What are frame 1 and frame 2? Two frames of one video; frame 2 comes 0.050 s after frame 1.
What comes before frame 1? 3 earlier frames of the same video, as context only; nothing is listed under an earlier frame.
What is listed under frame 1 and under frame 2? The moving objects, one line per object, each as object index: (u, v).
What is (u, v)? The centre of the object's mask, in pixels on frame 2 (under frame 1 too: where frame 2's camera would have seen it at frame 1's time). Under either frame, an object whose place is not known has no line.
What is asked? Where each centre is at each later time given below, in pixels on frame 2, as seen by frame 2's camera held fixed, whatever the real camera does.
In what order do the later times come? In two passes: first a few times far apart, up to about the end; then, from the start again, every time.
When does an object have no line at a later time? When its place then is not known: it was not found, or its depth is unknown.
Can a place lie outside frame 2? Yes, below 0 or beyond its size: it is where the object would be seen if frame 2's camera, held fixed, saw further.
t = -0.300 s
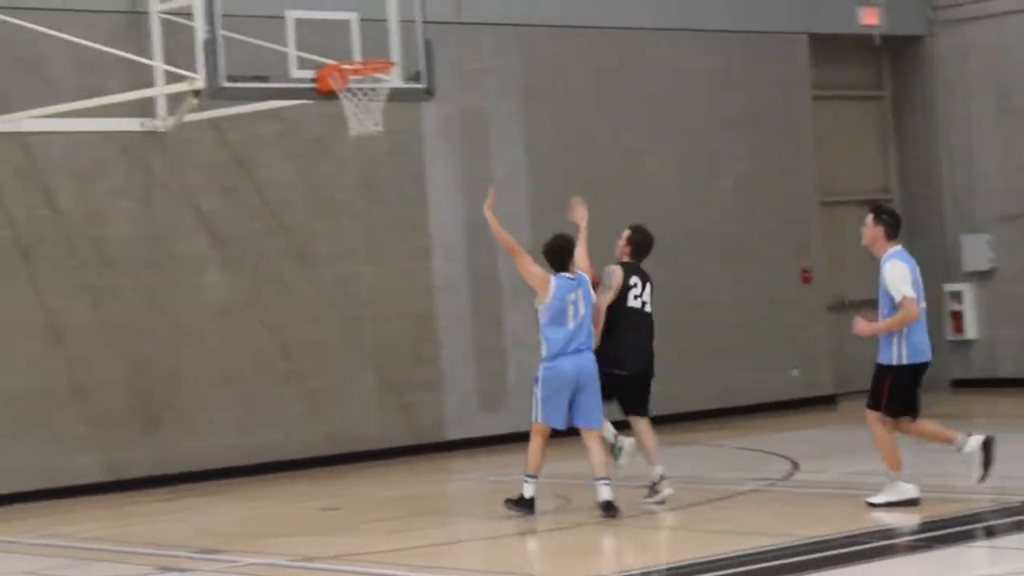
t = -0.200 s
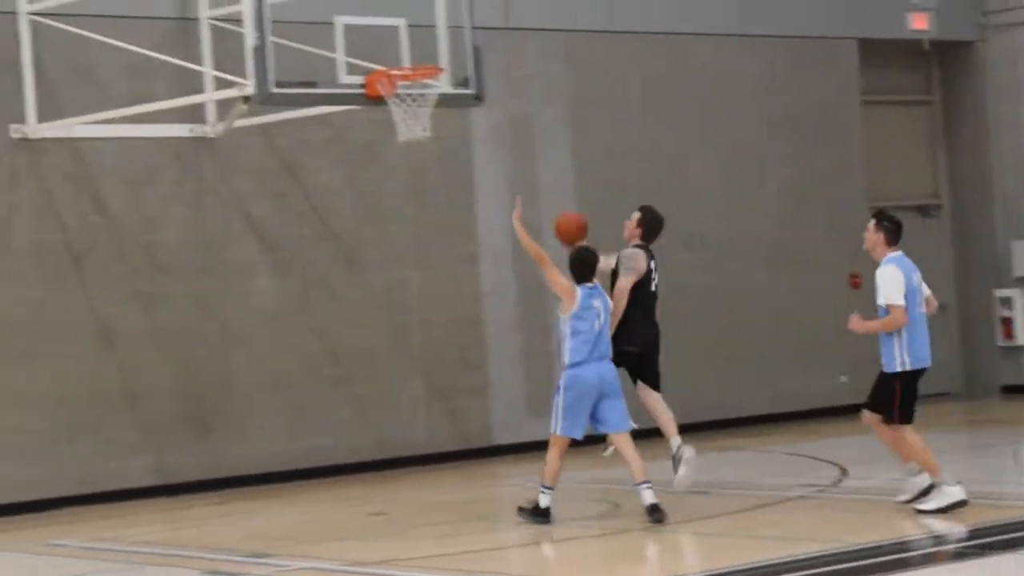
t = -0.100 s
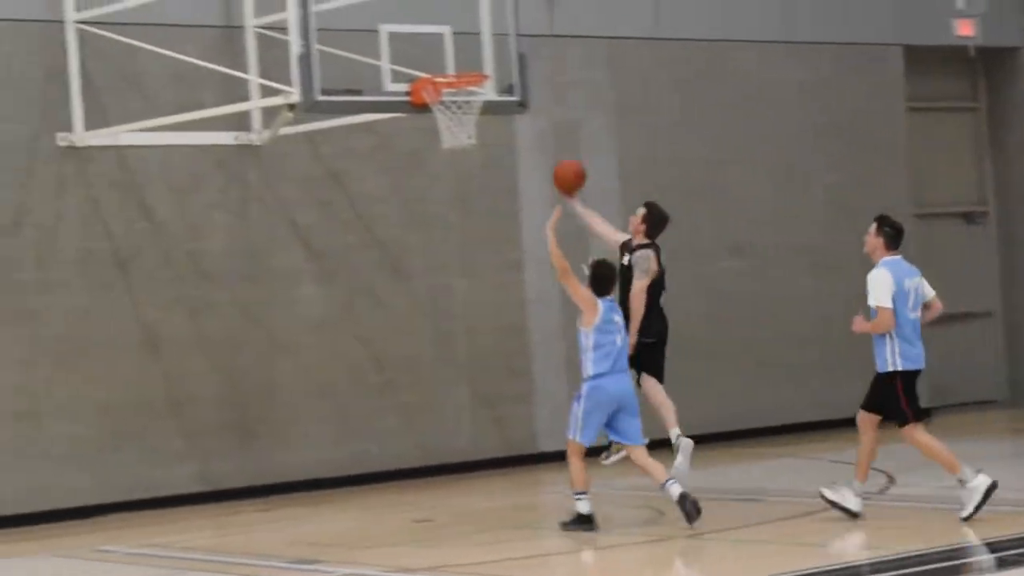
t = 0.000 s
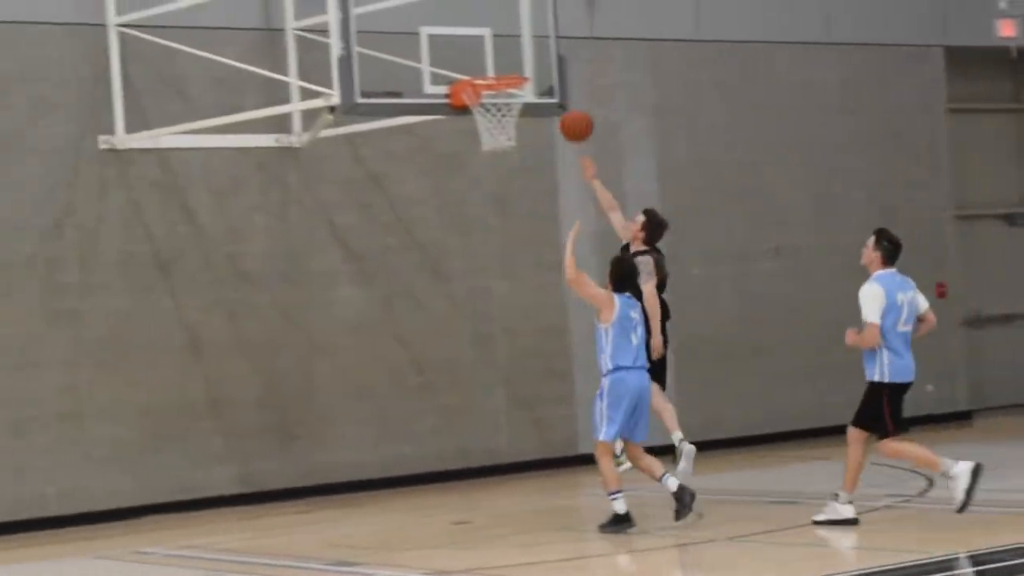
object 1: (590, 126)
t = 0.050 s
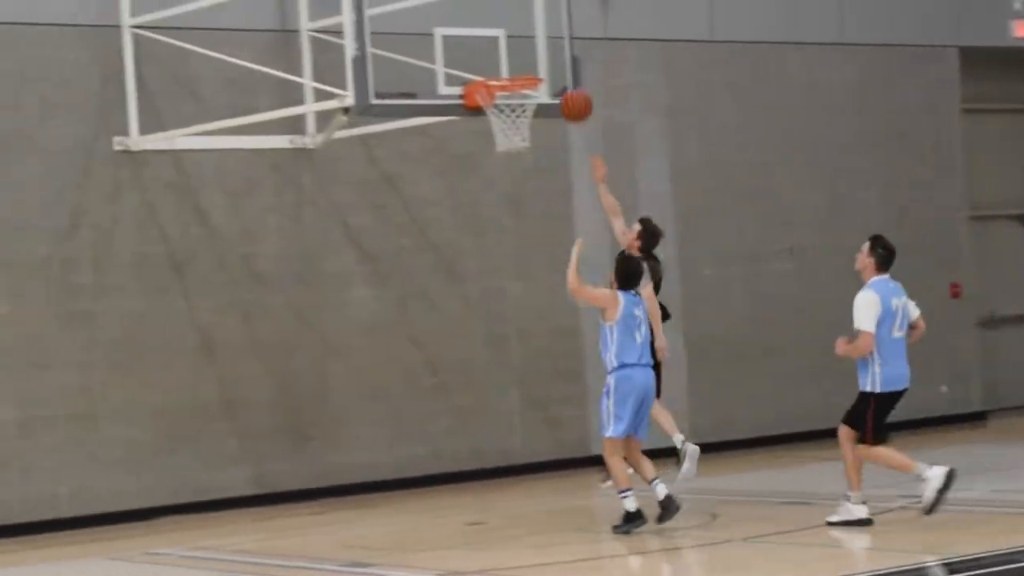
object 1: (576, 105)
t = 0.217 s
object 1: (529, 62)
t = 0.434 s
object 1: (519, 46)
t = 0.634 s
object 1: (523, 70)
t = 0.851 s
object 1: (491, 157)
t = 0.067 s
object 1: (571, 100)
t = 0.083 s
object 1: (567, 94)
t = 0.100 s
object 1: (562, 89)
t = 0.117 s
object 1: (558, 84)
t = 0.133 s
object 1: (555, 80)
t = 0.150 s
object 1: (549, 74)
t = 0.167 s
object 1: (544, 69)
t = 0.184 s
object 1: (539, 66)
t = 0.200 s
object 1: (534, 64)
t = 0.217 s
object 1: (529, 62)
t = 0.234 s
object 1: (525, 60)
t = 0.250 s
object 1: (520, 58)
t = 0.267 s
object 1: (518, 55)
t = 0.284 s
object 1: (518, 53)
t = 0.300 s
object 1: (518, 51)
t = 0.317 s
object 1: (518, 49)
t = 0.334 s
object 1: (519, 47)
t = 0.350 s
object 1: (519, 46)
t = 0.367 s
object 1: (519, 45)
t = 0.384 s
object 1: (519, 44)
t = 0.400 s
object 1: (519, 45)
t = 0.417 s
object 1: (519, 45)
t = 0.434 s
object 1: (519, 46)
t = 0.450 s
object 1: (520, 46)
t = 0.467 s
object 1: (520, 48)
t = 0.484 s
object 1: (521, 50)
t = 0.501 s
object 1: (521, 52)
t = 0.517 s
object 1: (521, 55)
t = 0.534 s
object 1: (521, 57)
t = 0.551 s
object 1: (522, 60)
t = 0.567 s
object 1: (523, 64)
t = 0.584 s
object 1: (523, 66)
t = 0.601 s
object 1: (523, 68)
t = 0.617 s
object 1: (523, 70)
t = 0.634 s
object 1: (523, 70)
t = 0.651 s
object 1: (517, 89)
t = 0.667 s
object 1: (515, 94)
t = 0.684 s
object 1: (514, 97)
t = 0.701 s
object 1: (511, 99)
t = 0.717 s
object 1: (506, 104)
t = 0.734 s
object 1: (504, 116)
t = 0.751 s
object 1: (501, 121)
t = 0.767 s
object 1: (498, 125)
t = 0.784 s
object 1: (498, 130)
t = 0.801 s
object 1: (495, 136)
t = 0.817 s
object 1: (493, 148)
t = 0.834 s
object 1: (493, 151)
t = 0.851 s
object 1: (491, 157)
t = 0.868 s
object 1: (490, 164)
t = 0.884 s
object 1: (488, 172)
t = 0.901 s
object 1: (487, 180)
